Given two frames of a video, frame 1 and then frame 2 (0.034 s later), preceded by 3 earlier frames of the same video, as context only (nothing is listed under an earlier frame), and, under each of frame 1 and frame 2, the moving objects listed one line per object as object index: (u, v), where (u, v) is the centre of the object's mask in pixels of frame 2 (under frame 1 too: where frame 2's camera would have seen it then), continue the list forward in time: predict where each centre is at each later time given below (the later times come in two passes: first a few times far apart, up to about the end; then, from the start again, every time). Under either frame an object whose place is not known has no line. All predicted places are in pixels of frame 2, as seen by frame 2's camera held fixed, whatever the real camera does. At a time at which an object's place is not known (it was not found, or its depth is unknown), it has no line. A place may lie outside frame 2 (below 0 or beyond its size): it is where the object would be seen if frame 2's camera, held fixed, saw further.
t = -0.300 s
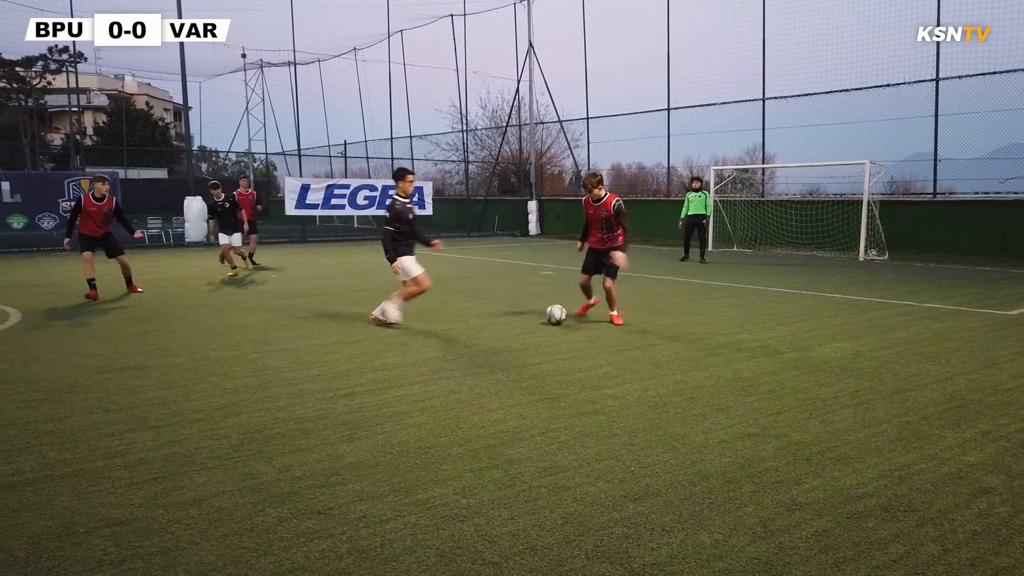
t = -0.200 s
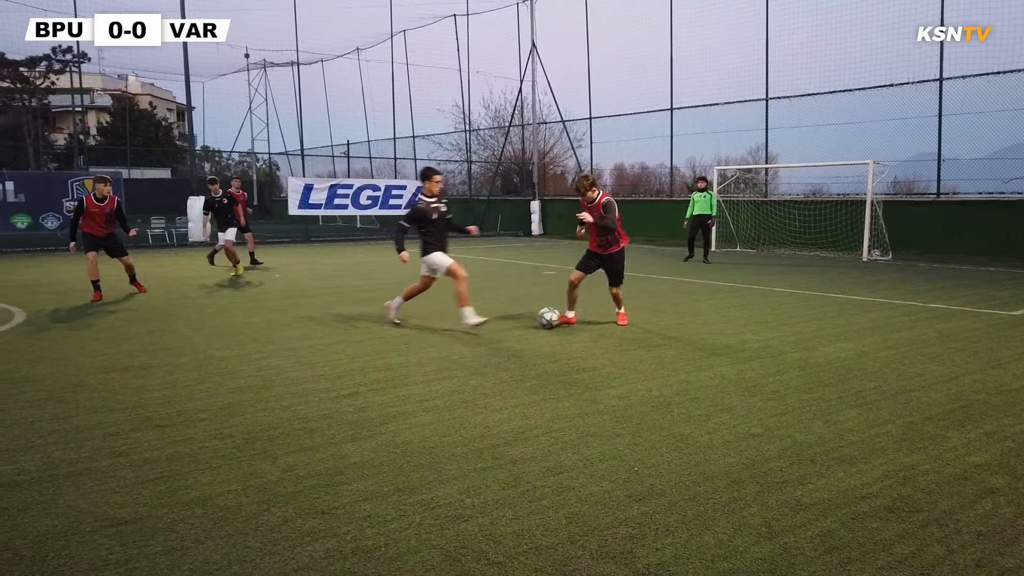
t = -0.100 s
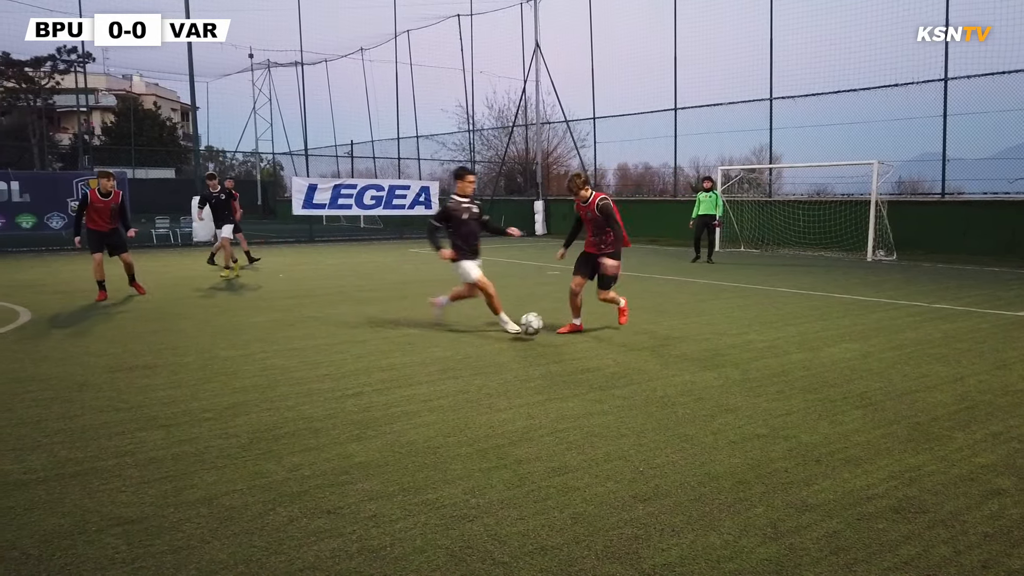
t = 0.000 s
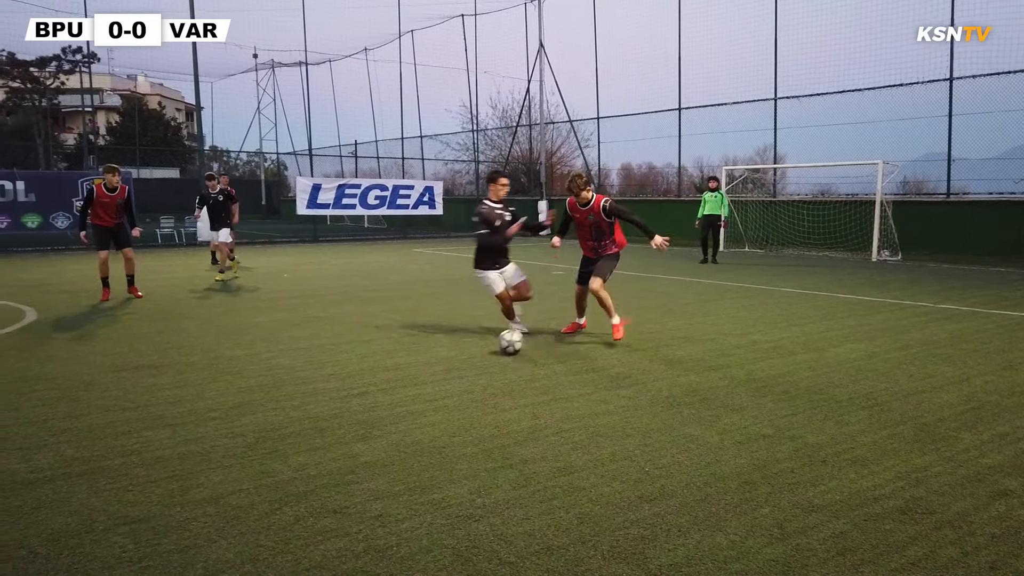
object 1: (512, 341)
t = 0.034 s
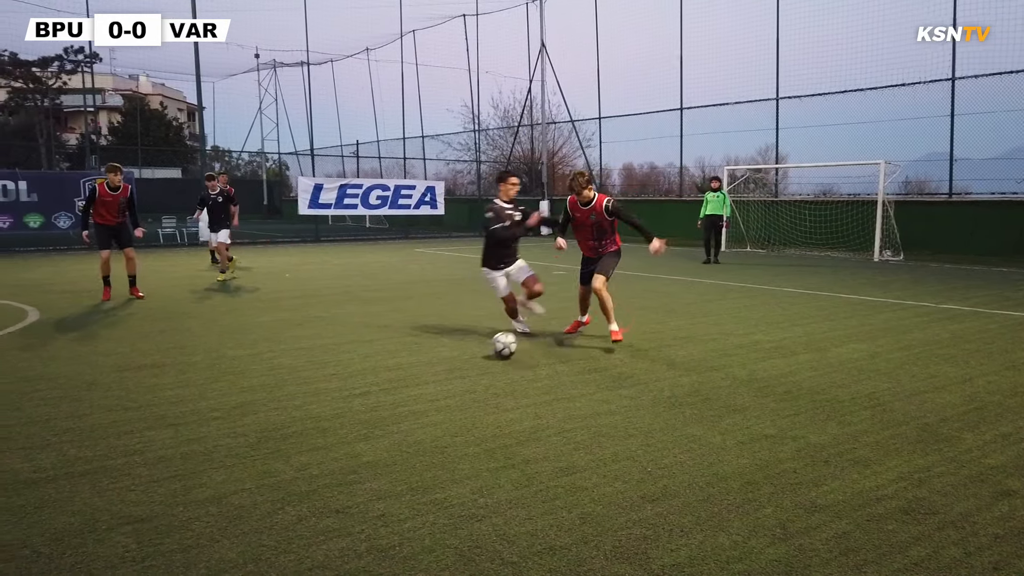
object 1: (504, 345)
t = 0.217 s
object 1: (452, 370)
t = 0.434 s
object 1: (377, 411)
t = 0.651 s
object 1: (292, 453)
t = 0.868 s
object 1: (185, 506)
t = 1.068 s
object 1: (43, 574)
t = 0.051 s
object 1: (499, 347)
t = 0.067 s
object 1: (495, 350)
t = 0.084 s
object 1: (491, 352)
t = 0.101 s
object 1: (486, 355)
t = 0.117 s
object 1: (481, 358)
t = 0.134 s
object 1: (477, 359)
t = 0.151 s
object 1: (472, 361)
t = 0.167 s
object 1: (468, 362)
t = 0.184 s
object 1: (463, 364)
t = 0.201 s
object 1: (458, 367)
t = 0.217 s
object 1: (452, 370)
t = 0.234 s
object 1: (446, 375)
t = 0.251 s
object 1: (441, 379)
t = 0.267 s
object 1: (435, 382)
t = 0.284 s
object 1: (430, 384)
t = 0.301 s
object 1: (424, 387)
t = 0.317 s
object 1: (419, 390)
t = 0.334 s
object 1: (413, 394)
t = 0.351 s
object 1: (407, 397)
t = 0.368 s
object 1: (401, 400)
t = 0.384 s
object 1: (395, 403)
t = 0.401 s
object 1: (389, 406)
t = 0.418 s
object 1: (383, 409)
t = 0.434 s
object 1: (377, 411)
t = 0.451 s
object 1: (370, 413)
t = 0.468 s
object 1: (364, 417)
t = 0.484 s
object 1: (358, 419)
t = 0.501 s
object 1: (350, 424)
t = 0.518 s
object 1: (344, 427)
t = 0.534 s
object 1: (338, 431)
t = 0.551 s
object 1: (332, 433)
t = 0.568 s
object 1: (326, 435)
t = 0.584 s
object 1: (319, 438)
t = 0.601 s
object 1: (313, 440)
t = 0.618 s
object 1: (306, 445)
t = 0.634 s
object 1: (299, 449)
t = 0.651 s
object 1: (292, 453)
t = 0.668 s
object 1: (285, 455)
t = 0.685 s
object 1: (277, 458)
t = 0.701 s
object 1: (269, 461)
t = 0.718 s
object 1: (261, 464)
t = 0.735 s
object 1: (254, 467)
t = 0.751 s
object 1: (246, 473)
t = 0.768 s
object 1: (239, 478)
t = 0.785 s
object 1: (230, 483)
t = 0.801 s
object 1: (222, 486)
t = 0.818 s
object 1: (213, 490)
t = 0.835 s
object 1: (204, 495)
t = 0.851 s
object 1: (195, 500)
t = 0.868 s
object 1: (185, 506)
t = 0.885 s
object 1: (175, 509)
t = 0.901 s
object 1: (165, 515)
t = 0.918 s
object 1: (154, 521)
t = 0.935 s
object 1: (142, 526)
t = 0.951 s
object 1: (131, 531)
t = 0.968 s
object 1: (120, 537)
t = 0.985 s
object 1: (109, 541)
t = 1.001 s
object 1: (98, 548)
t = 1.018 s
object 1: (85, 554)
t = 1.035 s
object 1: (72, 559)
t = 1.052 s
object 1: (58, 567)
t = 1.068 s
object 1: (43, 574)
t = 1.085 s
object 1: (29, 582)
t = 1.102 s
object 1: (14, 589)
